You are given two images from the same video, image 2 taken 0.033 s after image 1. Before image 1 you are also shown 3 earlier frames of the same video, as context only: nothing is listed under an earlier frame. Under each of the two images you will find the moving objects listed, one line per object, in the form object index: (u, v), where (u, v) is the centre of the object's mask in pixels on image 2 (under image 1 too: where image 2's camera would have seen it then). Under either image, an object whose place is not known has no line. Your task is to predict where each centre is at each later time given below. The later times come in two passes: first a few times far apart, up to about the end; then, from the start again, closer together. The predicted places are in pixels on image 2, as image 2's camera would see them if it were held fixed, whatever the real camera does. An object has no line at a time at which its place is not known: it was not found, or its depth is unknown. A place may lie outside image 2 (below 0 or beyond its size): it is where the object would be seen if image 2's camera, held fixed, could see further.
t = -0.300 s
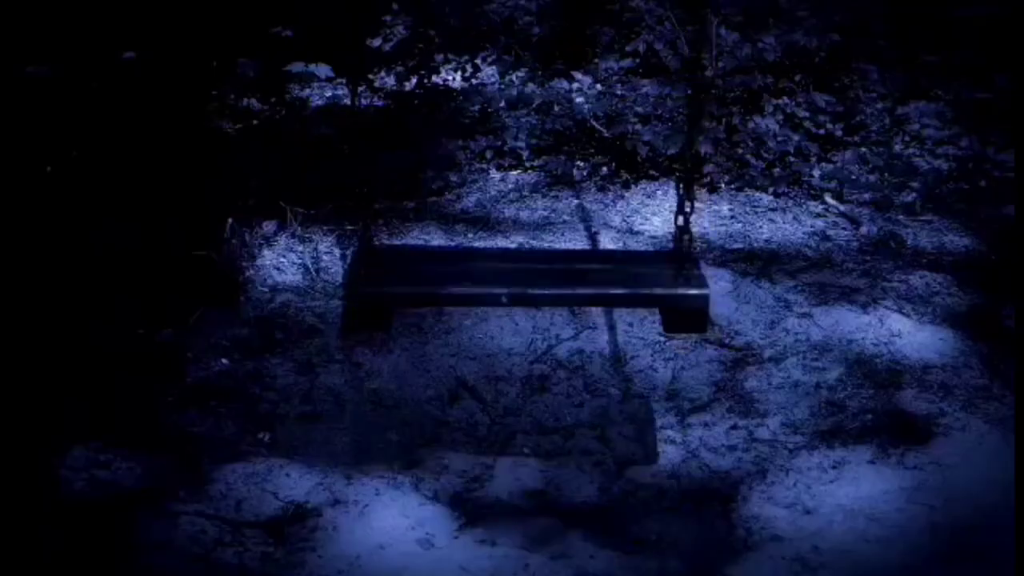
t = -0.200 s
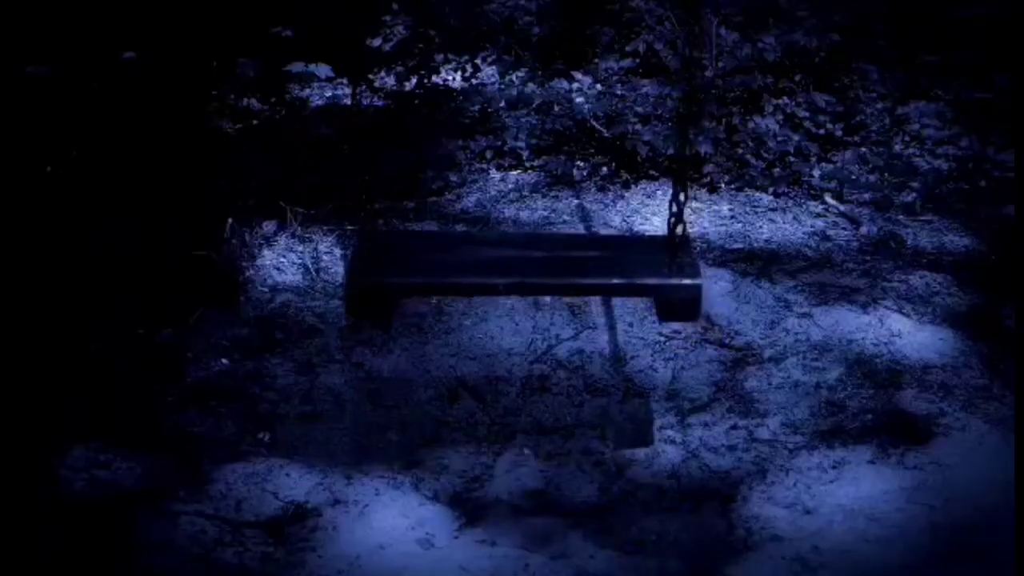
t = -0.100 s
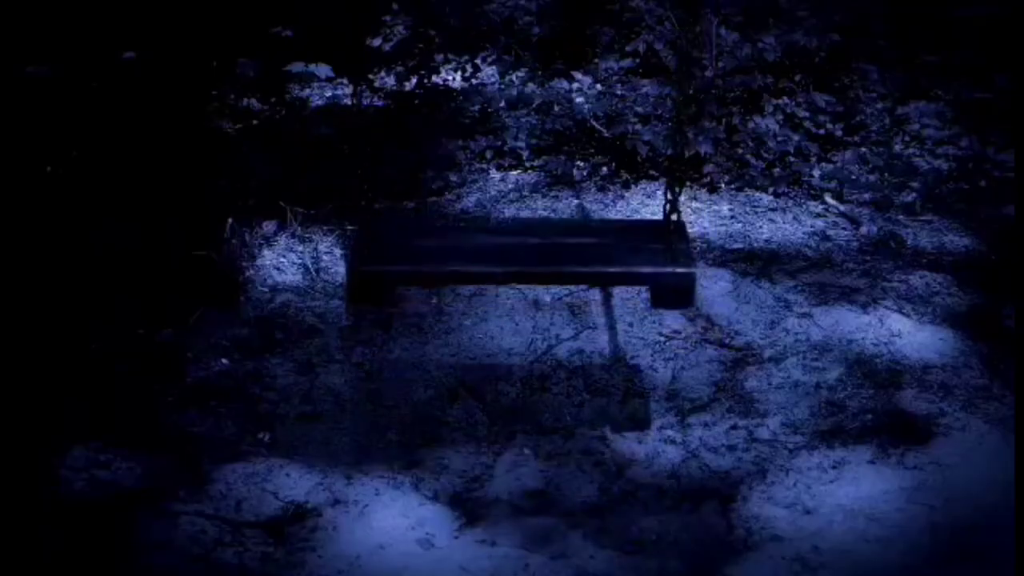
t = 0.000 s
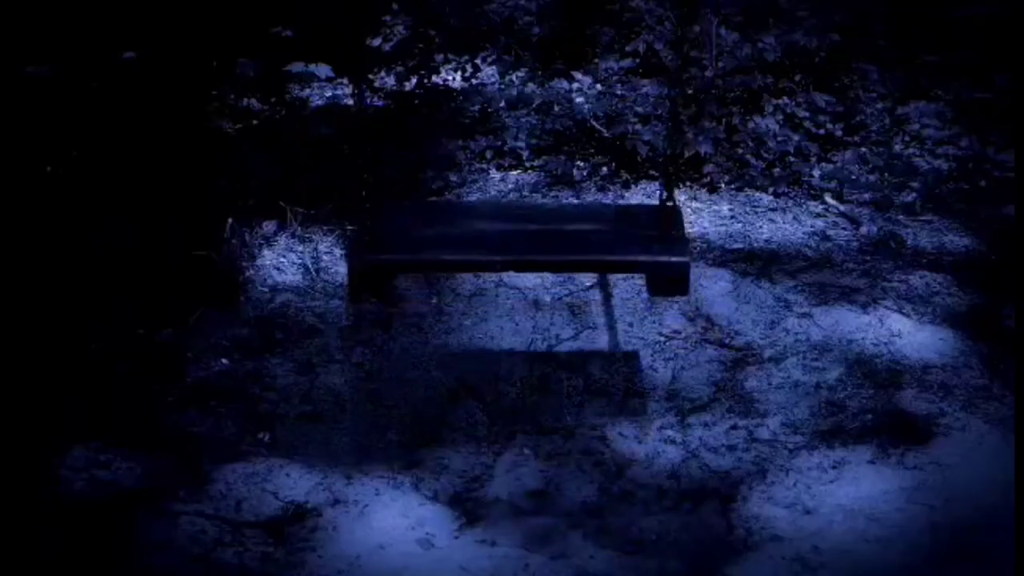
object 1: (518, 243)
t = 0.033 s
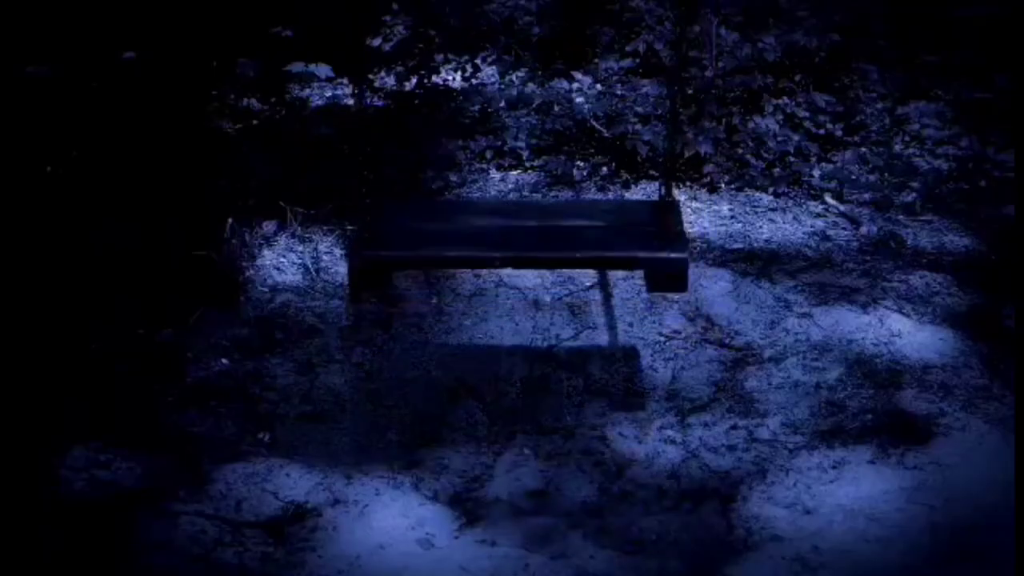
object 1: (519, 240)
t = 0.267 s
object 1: (521, 214)
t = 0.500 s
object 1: (519, 202)
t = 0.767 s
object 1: (517, 205)
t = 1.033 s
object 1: (527, 230)
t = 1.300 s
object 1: (527, 264)
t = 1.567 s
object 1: (541, 296)
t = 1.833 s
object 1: (564, 314)
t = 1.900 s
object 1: (570, 317)
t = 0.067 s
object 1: (521, 235)
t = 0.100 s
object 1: (522, 231)
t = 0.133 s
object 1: (523, 227)
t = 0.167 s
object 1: (523, 222)
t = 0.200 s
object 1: (521, 219)
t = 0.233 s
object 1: (525, 218)
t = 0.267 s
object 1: (521, 214)
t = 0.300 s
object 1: (522, 210)
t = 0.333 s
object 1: (523, 208)
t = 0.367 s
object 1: (521, 206)
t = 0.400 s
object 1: (521, 205)
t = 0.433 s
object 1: (521, 204)
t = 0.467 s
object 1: (518, 203)
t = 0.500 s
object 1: (519, 202)
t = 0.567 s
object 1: (517, 201)
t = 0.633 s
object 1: (518, 201)
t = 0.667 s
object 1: (518, 202)
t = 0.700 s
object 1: (517, 202)
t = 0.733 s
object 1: (517, 203)
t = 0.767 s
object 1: (517, 205)
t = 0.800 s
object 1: (516, 207)
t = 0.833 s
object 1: (516, 209)
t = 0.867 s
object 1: (516, 211)
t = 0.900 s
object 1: (516, 214)
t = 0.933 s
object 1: (523, 220)
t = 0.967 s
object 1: (524, 223)
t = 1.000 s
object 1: (526, 227)
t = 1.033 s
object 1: (527, 230)
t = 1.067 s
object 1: (527, 235)
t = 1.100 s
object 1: (527, 239)
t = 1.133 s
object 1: (526, 241)
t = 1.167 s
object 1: (526, 246)
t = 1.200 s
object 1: (526, 250)
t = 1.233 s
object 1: (526, 254)
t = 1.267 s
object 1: (525, 257)
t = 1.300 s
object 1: (527, 264)
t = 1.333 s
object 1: (529, 269)
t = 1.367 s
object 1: (533, 273)
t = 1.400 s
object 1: (534, 277)
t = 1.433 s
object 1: (536, 282)
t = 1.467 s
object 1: (538, 285)
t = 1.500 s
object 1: (537, 289)
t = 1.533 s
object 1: (539, 293)
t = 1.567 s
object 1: (541, 296)
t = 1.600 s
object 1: (542, 300)
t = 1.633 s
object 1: (542, 302)
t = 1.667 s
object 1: (548, 304)
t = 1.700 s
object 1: (550, 307)
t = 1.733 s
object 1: (554, 309)
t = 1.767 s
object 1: (557, 311)
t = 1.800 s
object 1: (559, 313)
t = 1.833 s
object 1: (564, 314)
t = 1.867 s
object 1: (568, 316)
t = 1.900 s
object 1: (570, 317)
